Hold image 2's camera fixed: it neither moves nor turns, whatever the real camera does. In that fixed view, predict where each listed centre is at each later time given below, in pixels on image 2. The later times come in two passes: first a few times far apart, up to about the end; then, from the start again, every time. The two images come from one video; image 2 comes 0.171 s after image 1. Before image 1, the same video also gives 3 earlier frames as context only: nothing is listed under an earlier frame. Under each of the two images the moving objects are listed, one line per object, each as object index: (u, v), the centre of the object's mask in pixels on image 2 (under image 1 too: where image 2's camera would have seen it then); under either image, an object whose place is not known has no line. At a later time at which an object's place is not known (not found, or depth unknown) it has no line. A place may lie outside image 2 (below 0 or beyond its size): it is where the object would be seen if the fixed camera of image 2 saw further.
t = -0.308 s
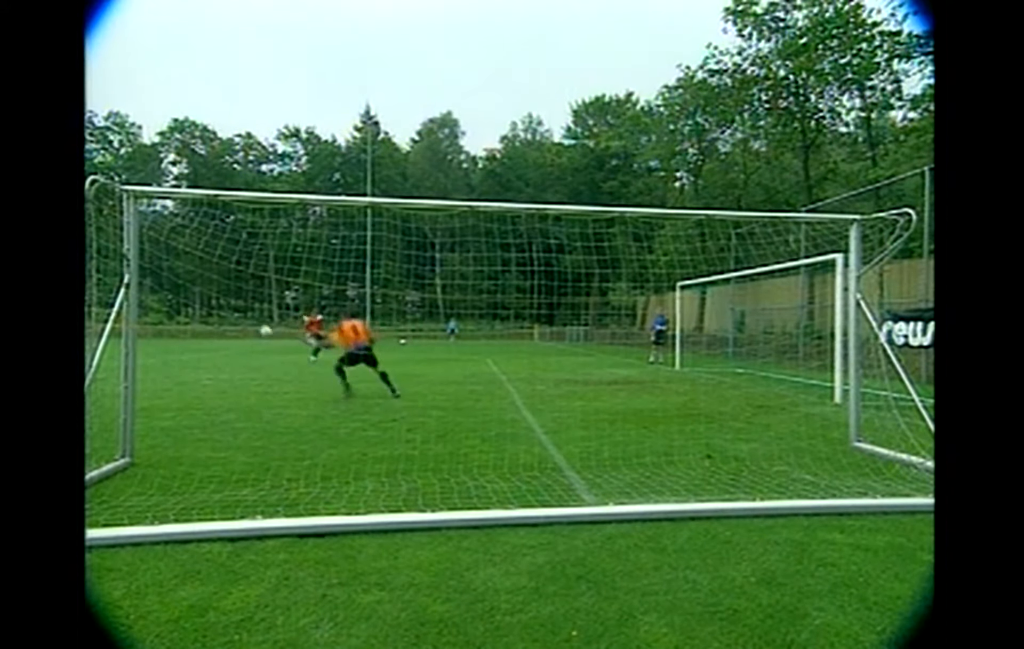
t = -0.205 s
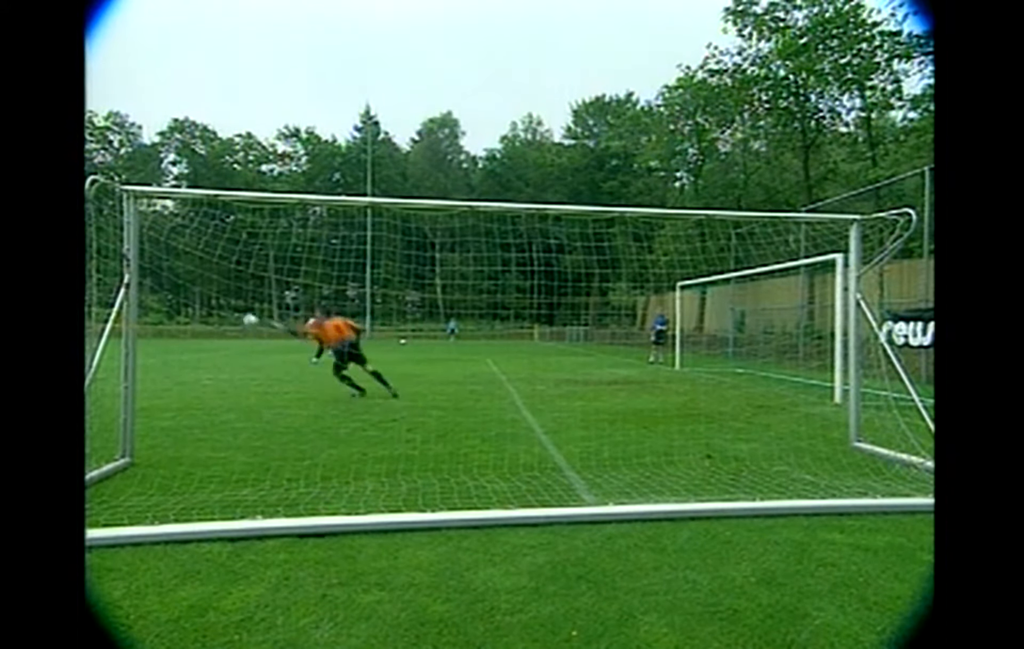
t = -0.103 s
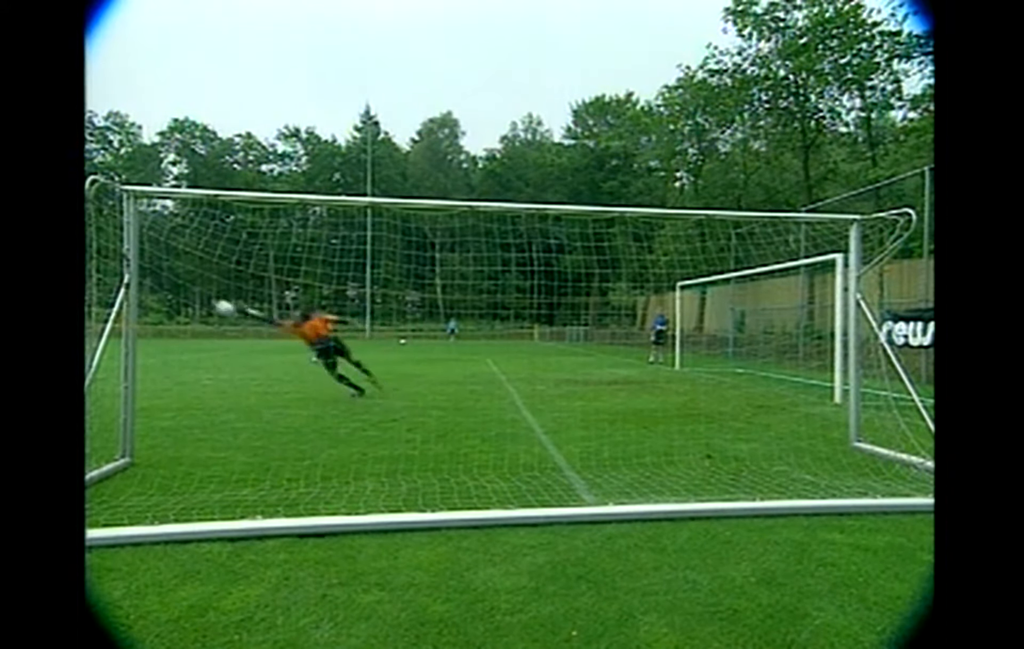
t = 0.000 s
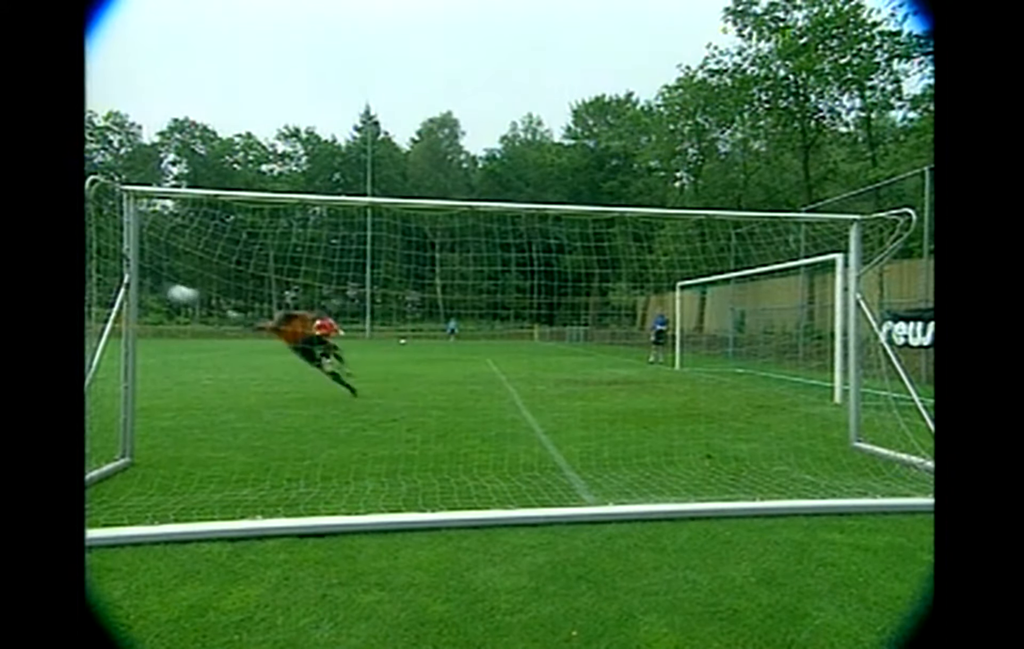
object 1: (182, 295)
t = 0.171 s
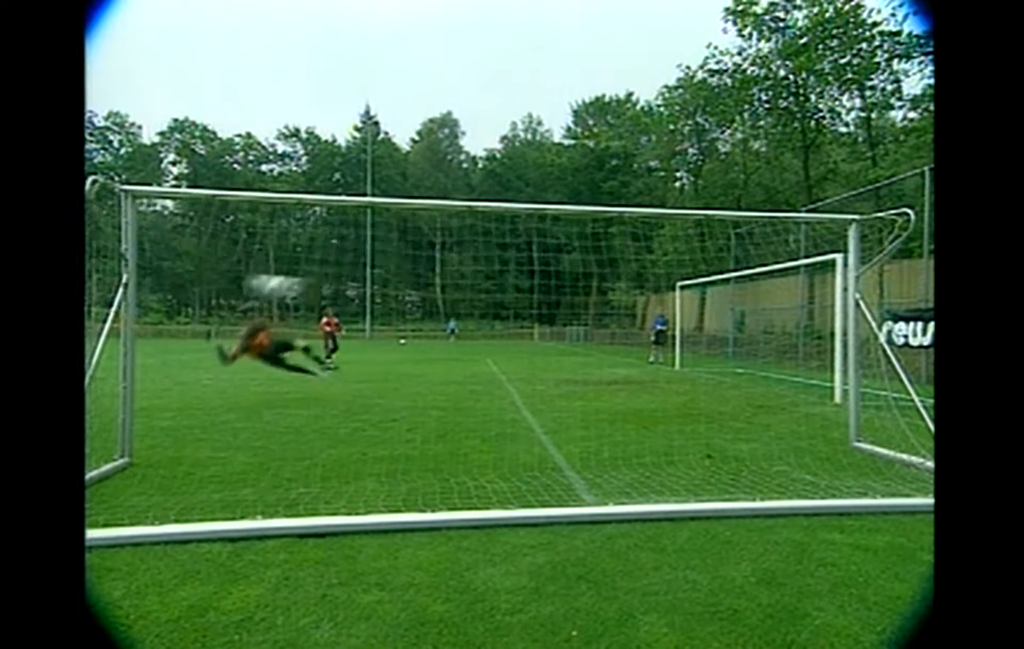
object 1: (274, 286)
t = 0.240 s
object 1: (340, 293)
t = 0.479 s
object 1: (526, 351)
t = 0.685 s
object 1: (656, 440)
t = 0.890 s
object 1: (744, 478)
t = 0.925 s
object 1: (753, 472)
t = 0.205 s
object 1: (307, 290)
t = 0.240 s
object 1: (340, 293)
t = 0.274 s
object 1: (368, 296)
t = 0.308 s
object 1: (397, 302)
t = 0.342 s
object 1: (424, 309)
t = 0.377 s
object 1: (451, 319)
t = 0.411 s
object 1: (475, 328)
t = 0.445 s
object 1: (502, 339)
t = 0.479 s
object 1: (526, 351)
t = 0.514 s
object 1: (548, 363)
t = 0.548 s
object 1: (569, 376)
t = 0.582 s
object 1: (592, 391)
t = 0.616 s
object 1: (613, 407)
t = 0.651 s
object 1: (635, 422)
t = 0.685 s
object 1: (656, 440)
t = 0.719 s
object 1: (672, 454)
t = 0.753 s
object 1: (692, 472)
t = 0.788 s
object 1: (709, 485)
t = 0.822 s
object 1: (725, 490)
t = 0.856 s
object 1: (735, 484)
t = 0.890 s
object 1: (744, 478)
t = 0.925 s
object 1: (753, 472)
